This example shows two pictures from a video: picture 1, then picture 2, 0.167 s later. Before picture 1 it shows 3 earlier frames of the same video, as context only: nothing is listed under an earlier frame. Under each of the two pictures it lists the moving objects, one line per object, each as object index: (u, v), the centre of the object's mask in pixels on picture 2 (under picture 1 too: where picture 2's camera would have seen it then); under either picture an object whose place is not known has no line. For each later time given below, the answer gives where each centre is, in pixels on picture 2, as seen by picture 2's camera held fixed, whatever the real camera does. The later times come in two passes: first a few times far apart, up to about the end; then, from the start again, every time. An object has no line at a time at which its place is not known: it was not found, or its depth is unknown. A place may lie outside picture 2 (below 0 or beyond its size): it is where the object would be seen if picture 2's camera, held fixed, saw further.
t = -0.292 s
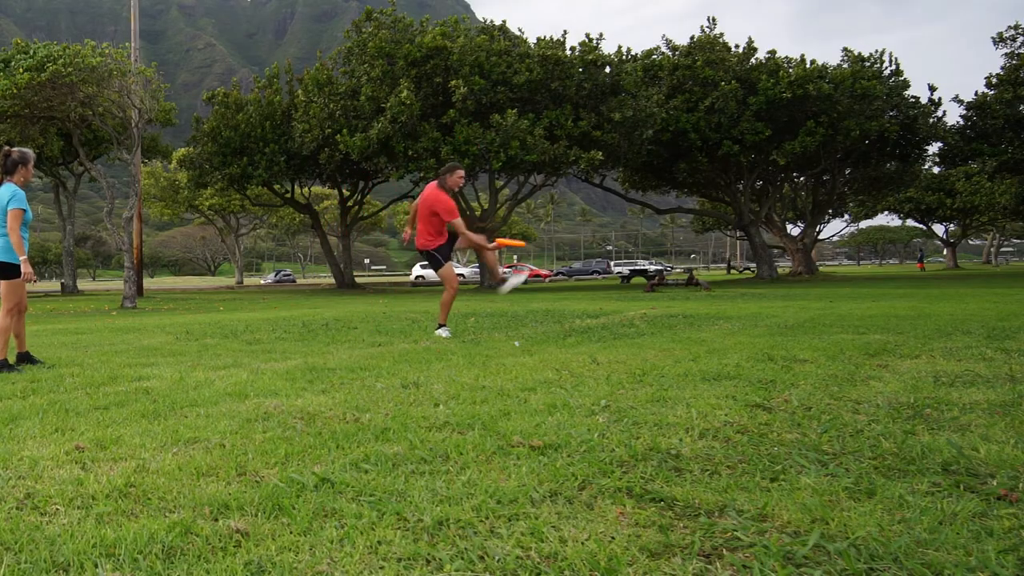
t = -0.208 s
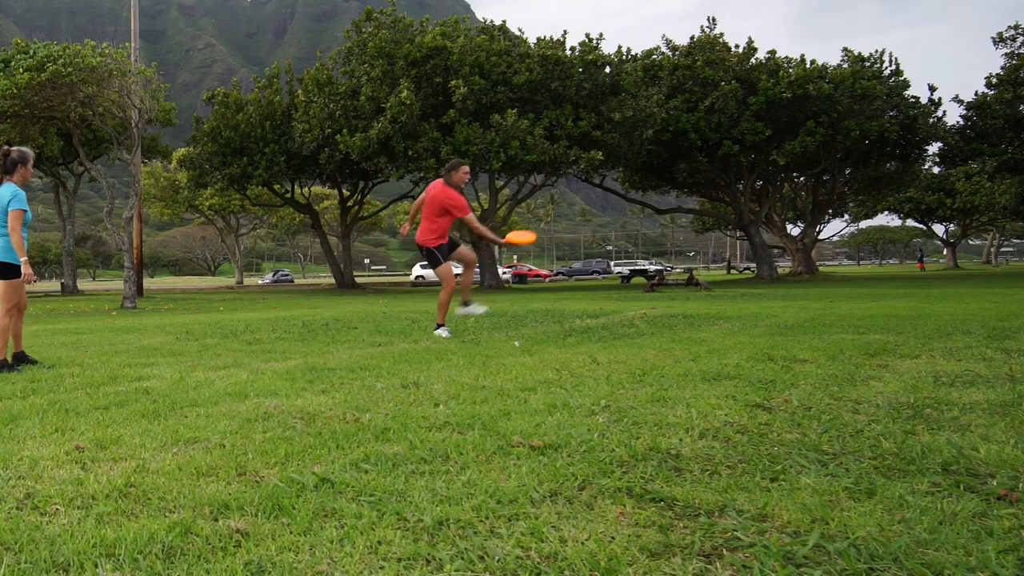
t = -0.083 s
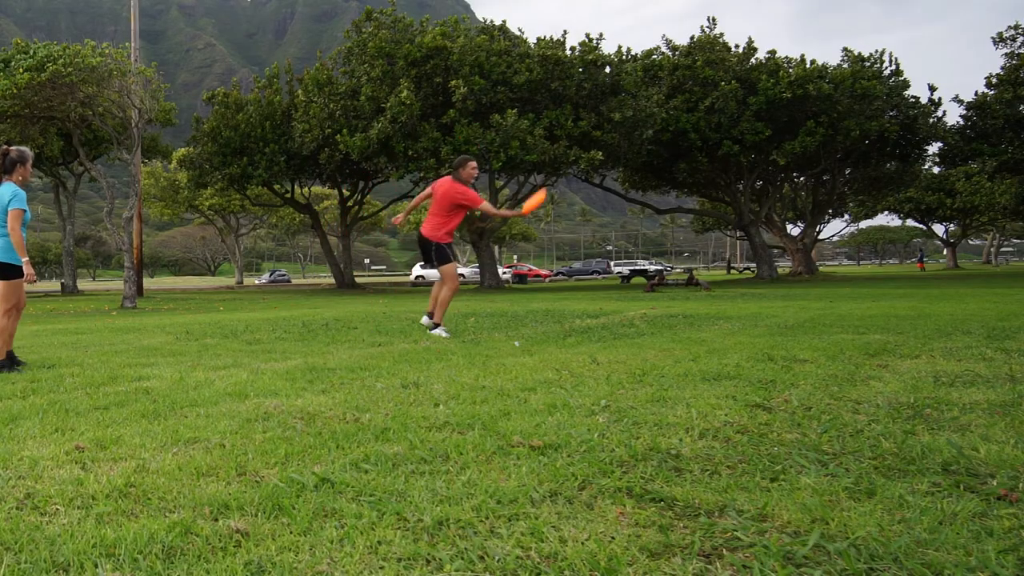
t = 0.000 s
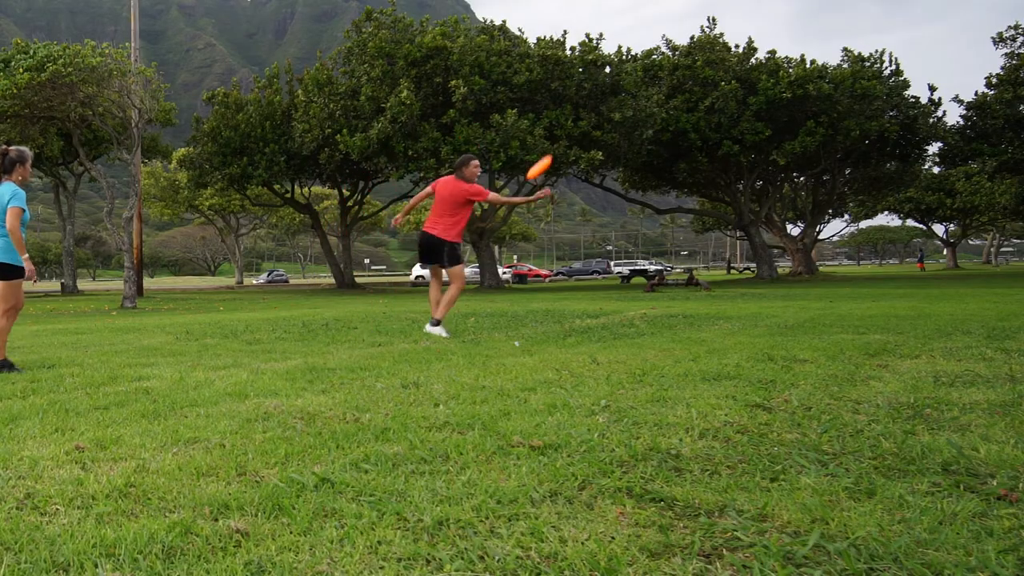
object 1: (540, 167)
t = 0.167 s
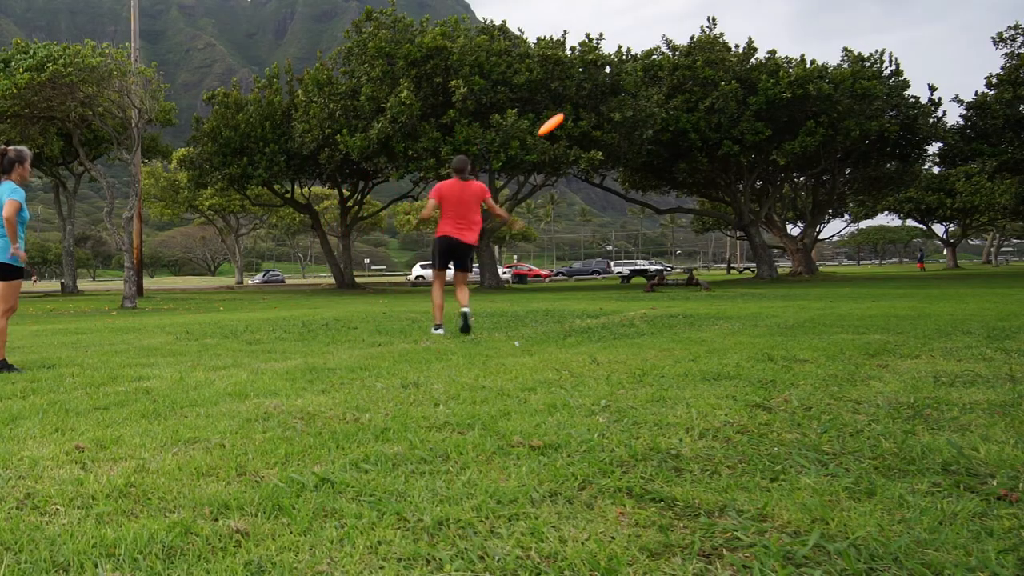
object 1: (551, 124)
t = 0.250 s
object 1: (557, 114)
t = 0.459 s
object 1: (571, 116)
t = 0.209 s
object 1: (554, 118)
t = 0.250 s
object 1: (557, 114)
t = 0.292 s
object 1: (560, 111)
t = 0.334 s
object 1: (562, 110)
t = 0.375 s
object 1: (566, 110)
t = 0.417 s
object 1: (568, 112)
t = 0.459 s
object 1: (571, 116)
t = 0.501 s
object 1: (574, 121)
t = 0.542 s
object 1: (577, 127)
